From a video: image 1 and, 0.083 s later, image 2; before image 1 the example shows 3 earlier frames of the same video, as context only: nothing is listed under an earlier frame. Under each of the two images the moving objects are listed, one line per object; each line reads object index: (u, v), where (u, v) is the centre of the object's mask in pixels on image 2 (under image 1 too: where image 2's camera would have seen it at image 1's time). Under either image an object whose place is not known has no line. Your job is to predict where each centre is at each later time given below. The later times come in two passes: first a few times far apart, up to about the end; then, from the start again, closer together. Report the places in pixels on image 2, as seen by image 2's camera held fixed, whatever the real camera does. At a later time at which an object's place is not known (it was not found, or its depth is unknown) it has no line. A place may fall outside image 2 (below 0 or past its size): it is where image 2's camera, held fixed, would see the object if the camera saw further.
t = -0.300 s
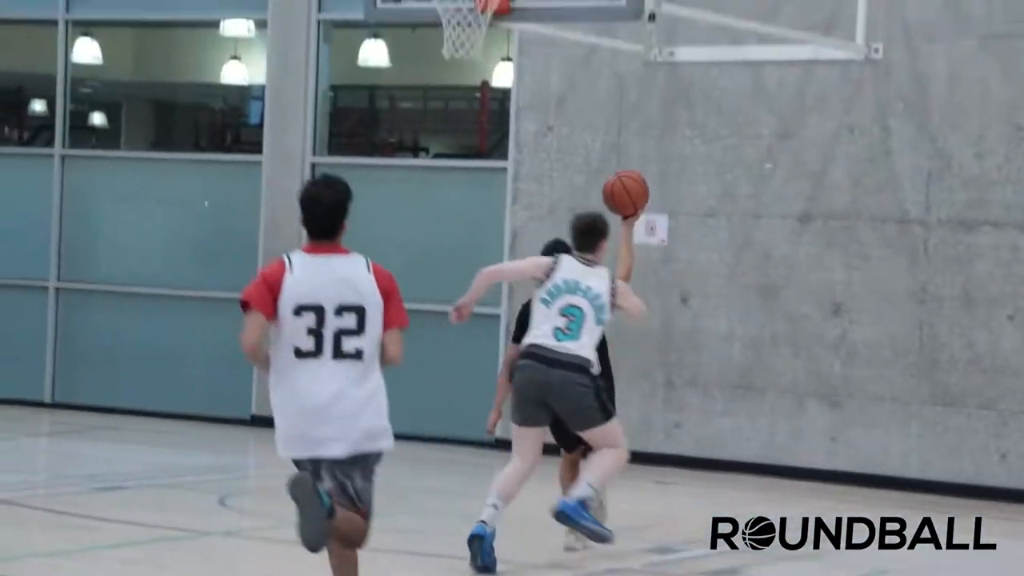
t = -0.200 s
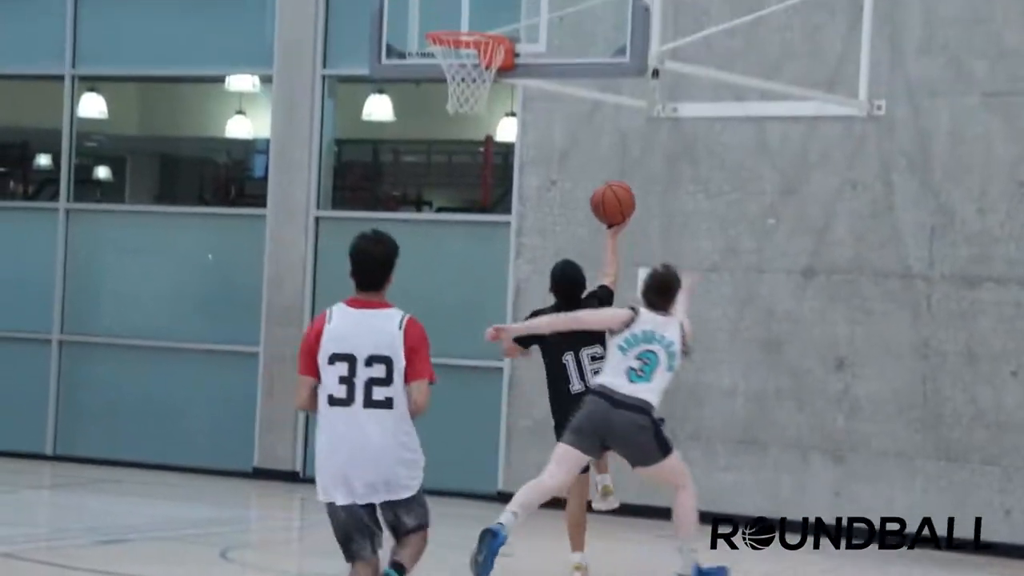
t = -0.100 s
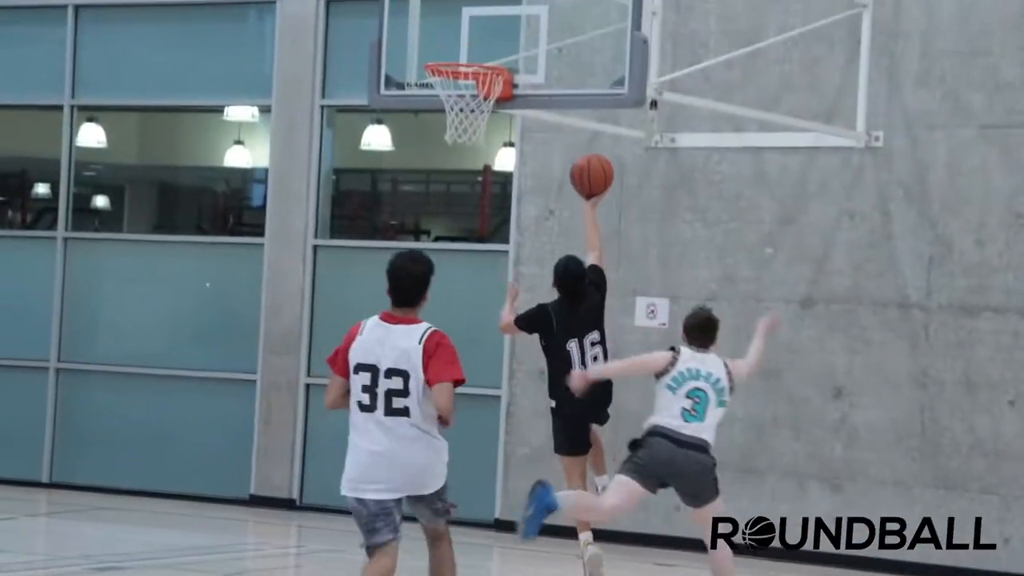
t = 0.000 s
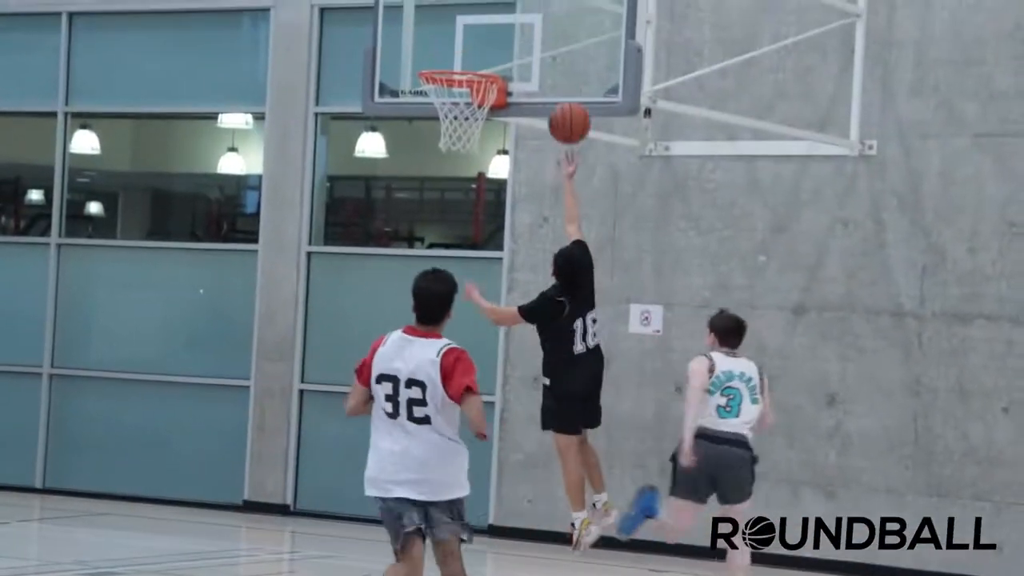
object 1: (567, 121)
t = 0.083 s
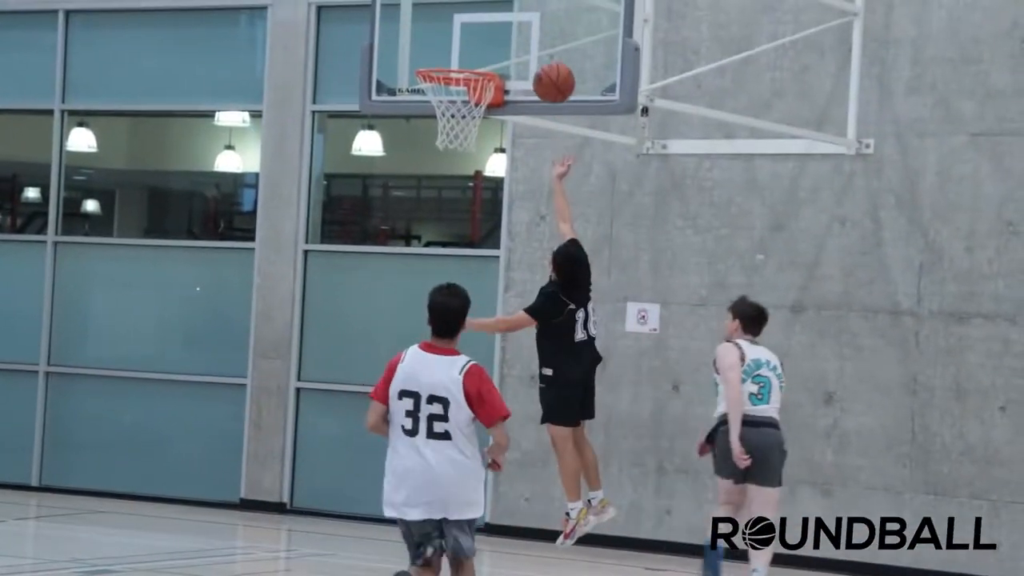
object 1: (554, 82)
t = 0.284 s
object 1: (523, 42)
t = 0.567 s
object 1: (454, 58)
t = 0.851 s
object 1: (434, 133)
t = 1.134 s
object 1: (446, 286)
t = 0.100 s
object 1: (551, 76)
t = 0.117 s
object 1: (549, 71)
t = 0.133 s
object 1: (546, 66)
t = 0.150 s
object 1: (544, 61)
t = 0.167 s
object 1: (542, 57)
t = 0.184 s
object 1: (539, 53)
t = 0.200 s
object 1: (536, 50)
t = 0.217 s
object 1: (533, 48)
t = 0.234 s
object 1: (530, 45)
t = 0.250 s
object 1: (528, 43)
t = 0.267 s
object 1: (525, 42)
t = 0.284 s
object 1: (523, 42)
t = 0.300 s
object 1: (520, 41)
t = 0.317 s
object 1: (518, 42)
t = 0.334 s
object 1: (515, 42)
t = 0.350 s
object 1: (512, 43)
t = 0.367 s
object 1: (509, 42)
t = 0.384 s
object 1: (504, 43)
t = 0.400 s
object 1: (500, 42)
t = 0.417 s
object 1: (495, 43)
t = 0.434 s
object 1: (491, 43)
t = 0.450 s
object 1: (486, 44)
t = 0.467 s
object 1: (482, 46)
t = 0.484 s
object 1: (477, 49)
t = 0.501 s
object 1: (472, 51)
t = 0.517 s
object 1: (468, 52)
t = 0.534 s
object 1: (463, 54)
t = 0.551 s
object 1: (459, 56)
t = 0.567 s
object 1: (454, 58)
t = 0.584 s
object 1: (450, 60)
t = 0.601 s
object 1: (445, 77)
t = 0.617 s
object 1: (440, 82)
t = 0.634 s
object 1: (434, 88)
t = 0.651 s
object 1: (430, 91)
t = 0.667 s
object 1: (428, 91)
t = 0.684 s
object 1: (426, 98)
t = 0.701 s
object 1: (425, 100)
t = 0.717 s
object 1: (425, 102)
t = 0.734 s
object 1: (426, 106)
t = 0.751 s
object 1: (426, 107)
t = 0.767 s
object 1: (429, 120)
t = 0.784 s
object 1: (430, 121)
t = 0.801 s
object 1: (431, 123)
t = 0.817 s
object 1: (432, 125)
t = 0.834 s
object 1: (433, 128)
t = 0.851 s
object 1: (434, 133)
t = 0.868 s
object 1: (435, 137)
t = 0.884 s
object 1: (436, 142)
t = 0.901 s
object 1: (437, 148)
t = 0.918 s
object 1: (438, 154)
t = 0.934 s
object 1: (438, 161)
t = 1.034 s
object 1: (443, 215)
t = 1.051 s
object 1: (444, 226)
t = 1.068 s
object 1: (445, 236)
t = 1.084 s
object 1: (445, 248)
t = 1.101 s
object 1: (446, 261)
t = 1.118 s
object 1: (446, 274)
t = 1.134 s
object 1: (446, 286)
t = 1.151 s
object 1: (447, 299)
